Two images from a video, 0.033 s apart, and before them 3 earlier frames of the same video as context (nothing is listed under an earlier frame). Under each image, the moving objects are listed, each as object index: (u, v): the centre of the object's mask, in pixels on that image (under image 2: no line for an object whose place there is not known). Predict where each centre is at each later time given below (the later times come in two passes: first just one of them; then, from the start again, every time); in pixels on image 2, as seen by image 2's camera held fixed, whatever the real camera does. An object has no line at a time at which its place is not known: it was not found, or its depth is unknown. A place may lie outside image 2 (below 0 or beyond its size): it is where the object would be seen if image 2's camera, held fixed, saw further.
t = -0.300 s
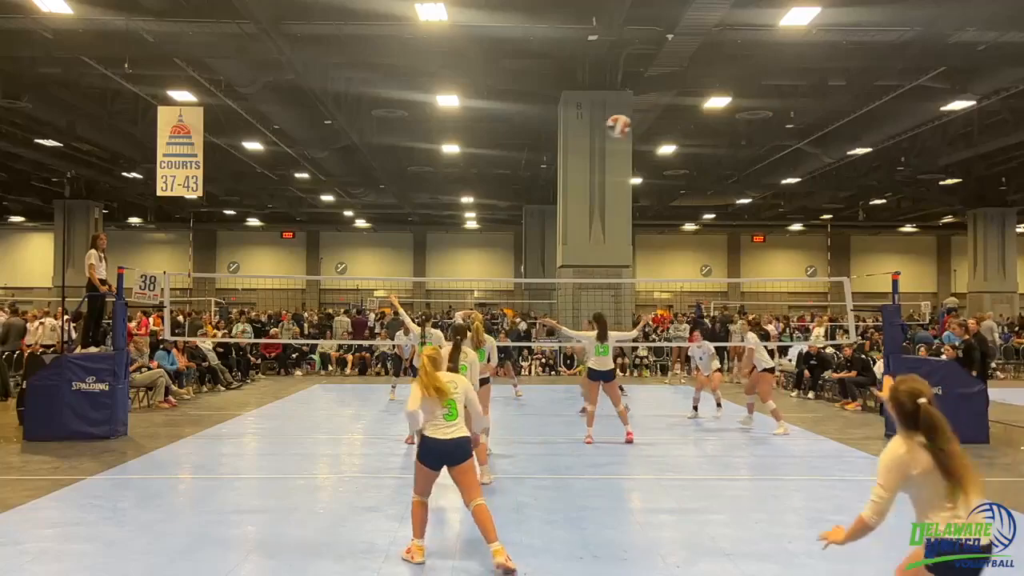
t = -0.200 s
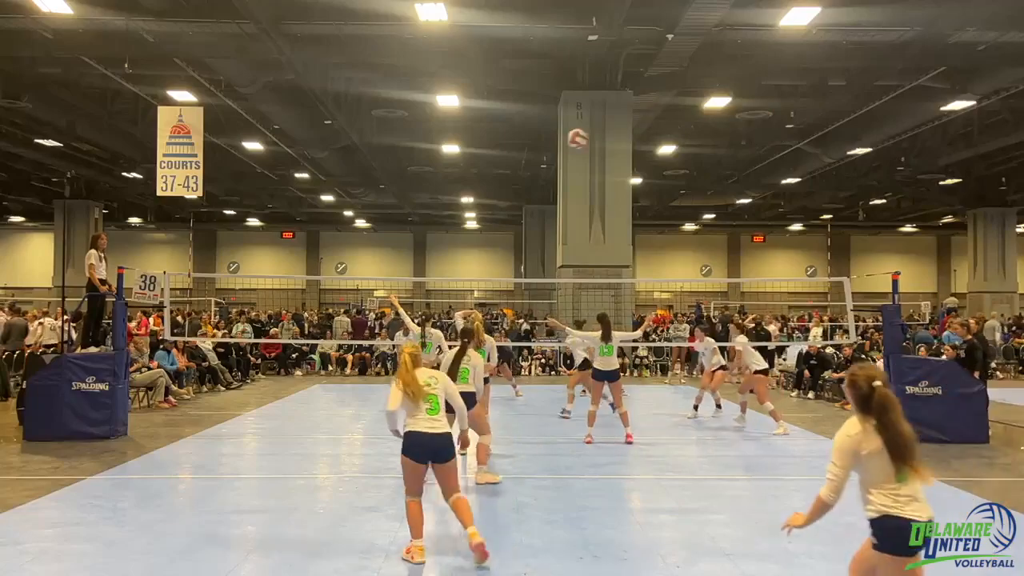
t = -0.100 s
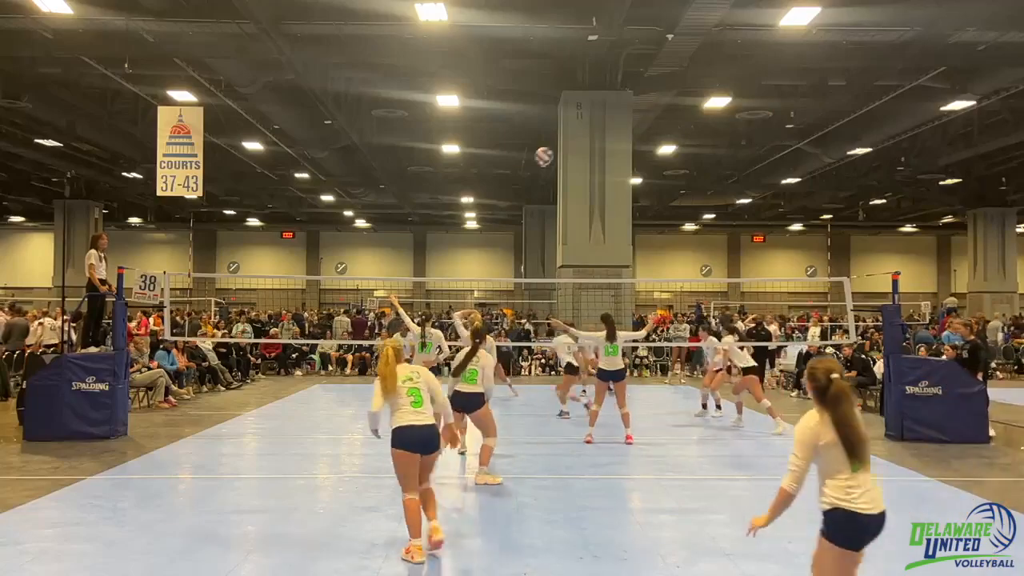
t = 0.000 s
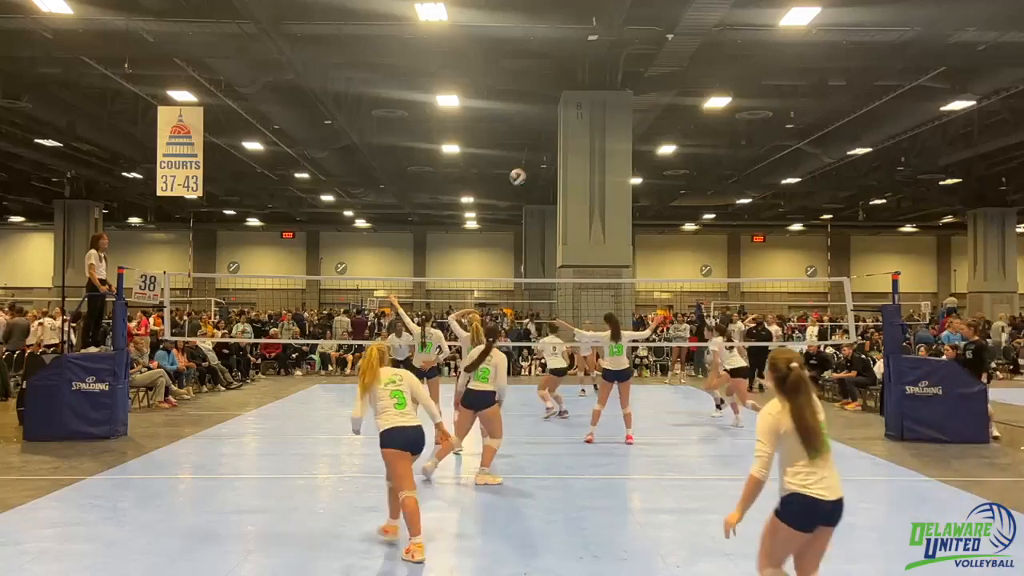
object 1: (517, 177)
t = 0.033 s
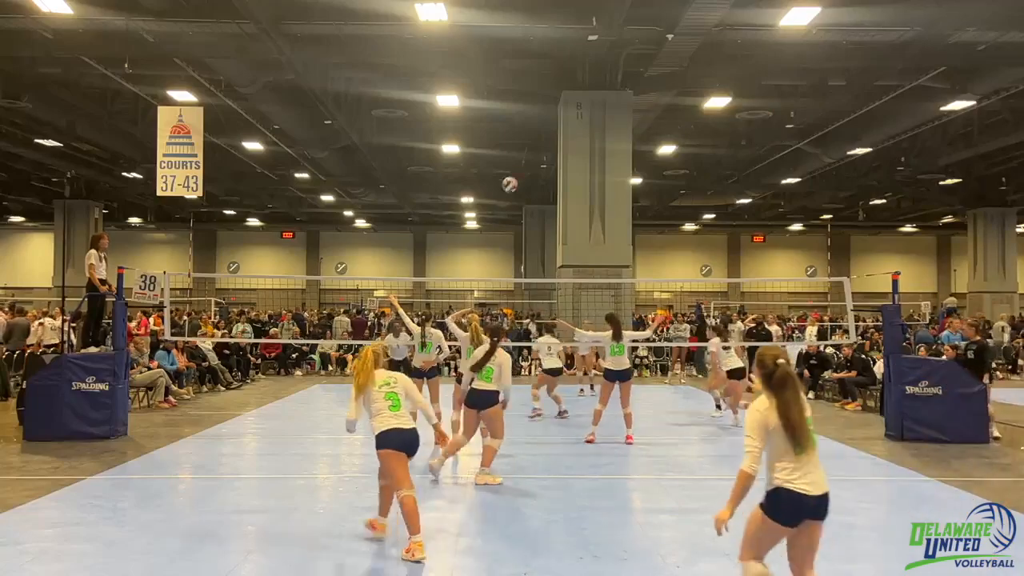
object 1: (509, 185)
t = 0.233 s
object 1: (470, 236)
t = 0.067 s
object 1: (502, 193)
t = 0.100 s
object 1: (496, 200)
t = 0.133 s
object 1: (489, 210)
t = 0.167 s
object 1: (483, 218)
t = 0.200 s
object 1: (477, 227)
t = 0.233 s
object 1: (470, 236)
